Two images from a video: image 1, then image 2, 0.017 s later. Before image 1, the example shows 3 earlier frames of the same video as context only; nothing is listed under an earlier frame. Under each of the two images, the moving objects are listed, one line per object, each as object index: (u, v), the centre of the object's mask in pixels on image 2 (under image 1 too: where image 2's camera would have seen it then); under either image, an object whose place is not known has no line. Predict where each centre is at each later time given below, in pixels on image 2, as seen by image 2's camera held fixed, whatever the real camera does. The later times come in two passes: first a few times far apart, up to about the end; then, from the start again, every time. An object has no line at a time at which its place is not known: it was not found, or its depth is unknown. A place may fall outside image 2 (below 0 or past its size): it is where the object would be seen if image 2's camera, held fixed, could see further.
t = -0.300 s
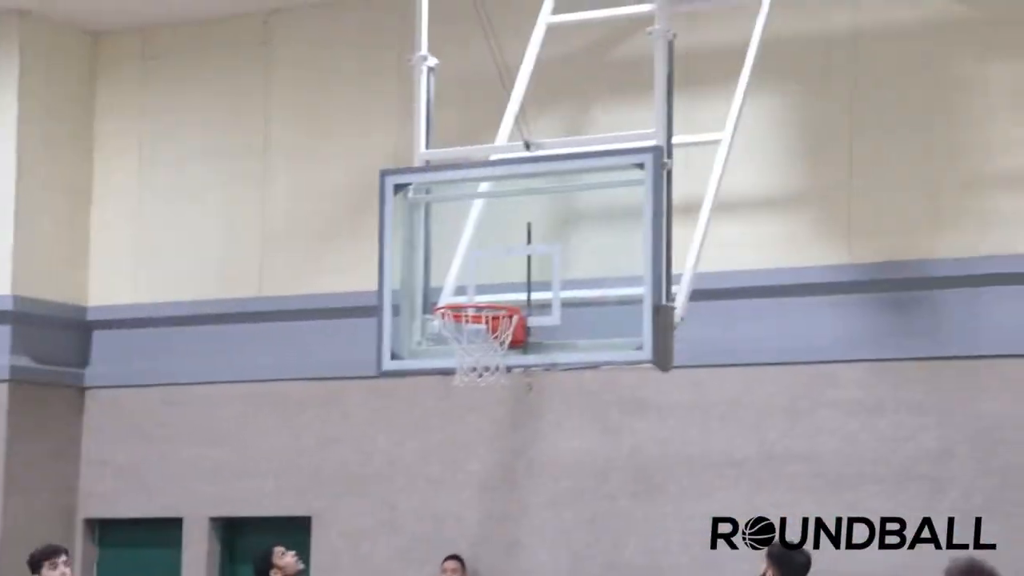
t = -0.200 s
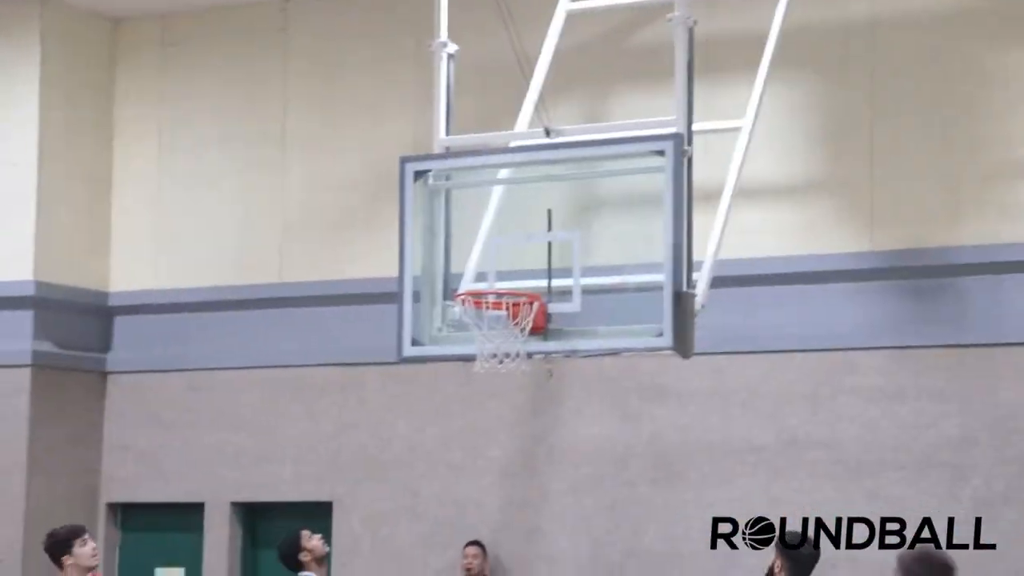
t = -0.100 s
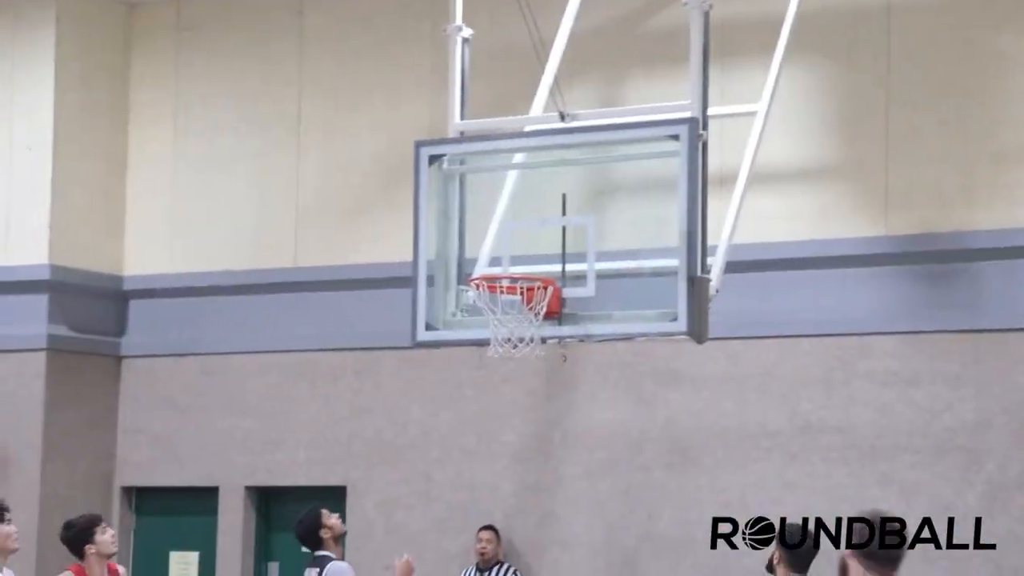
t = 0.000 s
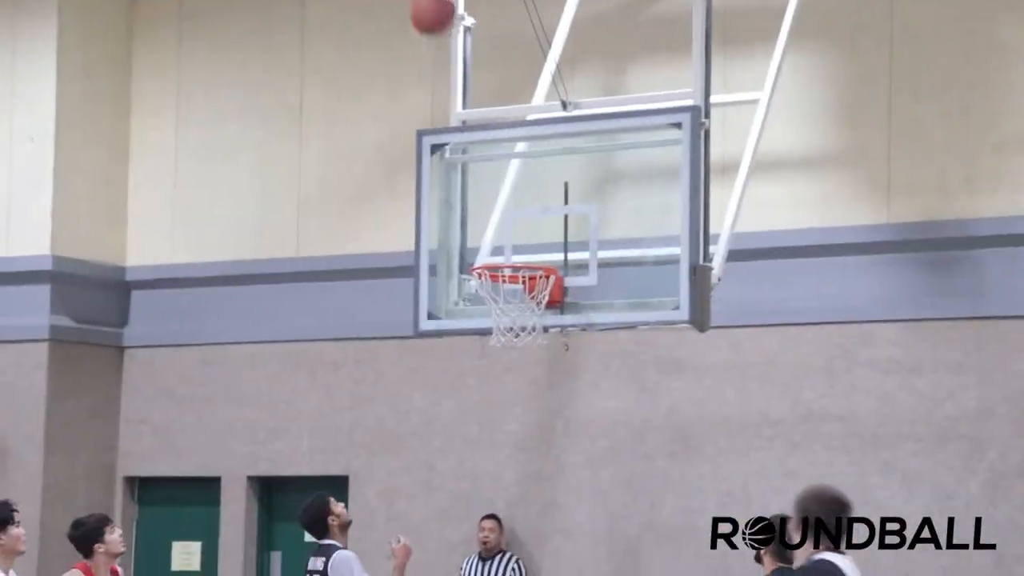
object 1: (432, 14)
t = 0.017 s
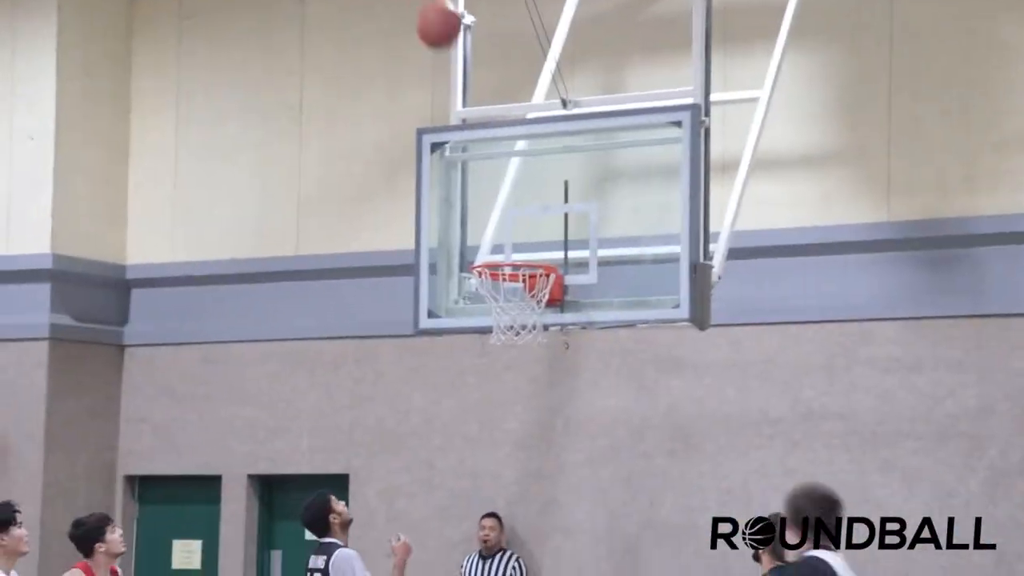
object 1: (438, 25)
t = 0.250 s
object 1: (525, 281)
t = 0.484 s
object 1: (535, 429)
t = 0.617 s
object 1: (533, 555)
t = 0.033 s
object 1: (445, 41)
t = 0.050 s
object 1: (451, 58)
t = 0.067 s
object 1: (458, 74)
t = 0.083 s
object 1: (465, 92)
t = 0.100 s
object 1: (471, 110)
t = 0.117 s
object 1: (478, 127)
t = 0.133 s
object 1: (484, 142)
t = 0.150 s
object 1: (489, 163)
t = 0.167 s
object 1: (496, 180)
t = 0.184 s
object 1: (502, 200)
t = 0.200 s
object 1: (509, 218)
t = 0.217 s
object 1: (514, 237)
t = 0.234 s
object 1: (521, 251)
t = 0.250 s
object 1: (525, 281)
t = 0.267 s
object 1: (533, 294)
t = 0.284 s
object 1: (535, 311)
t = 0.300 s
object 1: (532, 326)
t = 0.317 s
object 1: (537, 324)
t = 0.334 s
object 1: (538, 330)
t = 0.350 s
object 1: (538, 336)
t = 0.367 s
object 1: (538, 346)
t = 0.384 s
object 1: (537, 356)
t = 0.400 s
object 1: (537, 367)
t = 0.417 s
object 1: (537, 379)
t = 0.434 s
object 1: (536, 390)
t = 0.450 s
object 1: (536, 403)
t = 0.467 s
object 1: (535, 416)
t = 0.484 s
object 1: (535, 429)
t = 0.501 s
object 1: (534, 443)
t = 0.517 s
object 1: (535, 455)
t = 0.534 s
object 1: (537, 466)
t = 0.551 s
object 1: (541, 481)
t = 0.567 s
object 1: (544, 503)
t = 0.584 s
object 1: (539, 522)
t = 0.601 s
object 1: (533, 538)
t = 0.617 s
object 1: (533, 555)
